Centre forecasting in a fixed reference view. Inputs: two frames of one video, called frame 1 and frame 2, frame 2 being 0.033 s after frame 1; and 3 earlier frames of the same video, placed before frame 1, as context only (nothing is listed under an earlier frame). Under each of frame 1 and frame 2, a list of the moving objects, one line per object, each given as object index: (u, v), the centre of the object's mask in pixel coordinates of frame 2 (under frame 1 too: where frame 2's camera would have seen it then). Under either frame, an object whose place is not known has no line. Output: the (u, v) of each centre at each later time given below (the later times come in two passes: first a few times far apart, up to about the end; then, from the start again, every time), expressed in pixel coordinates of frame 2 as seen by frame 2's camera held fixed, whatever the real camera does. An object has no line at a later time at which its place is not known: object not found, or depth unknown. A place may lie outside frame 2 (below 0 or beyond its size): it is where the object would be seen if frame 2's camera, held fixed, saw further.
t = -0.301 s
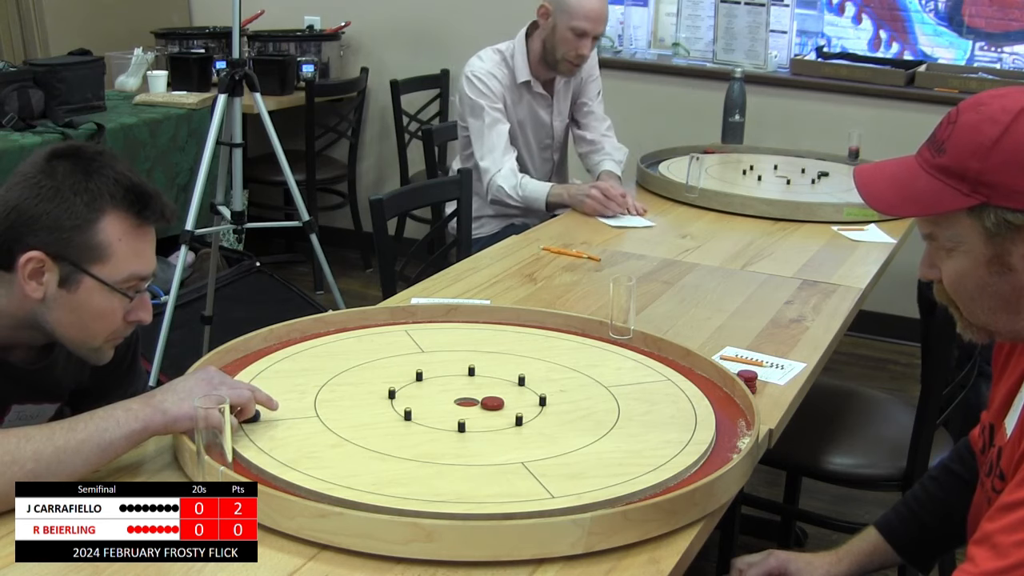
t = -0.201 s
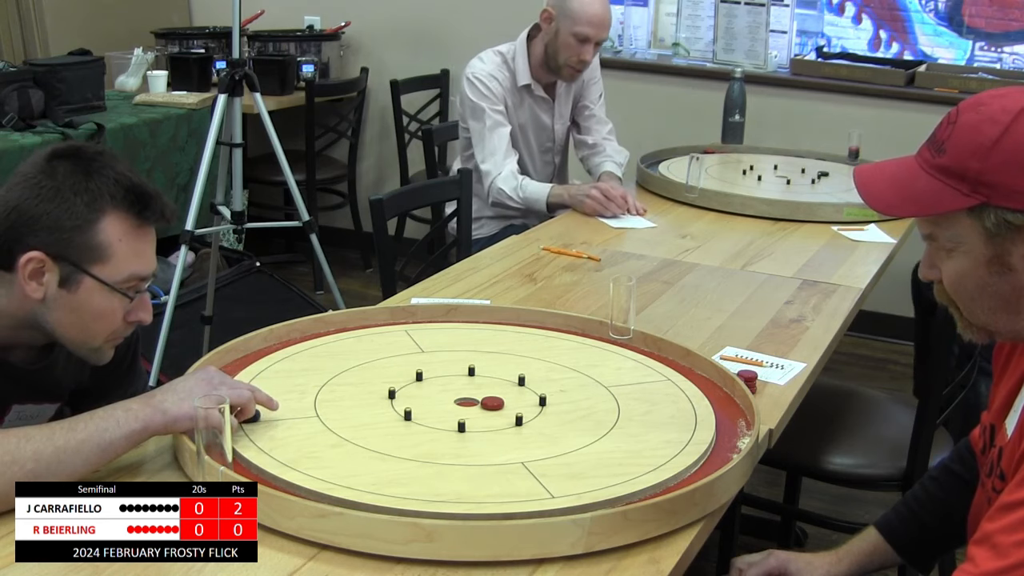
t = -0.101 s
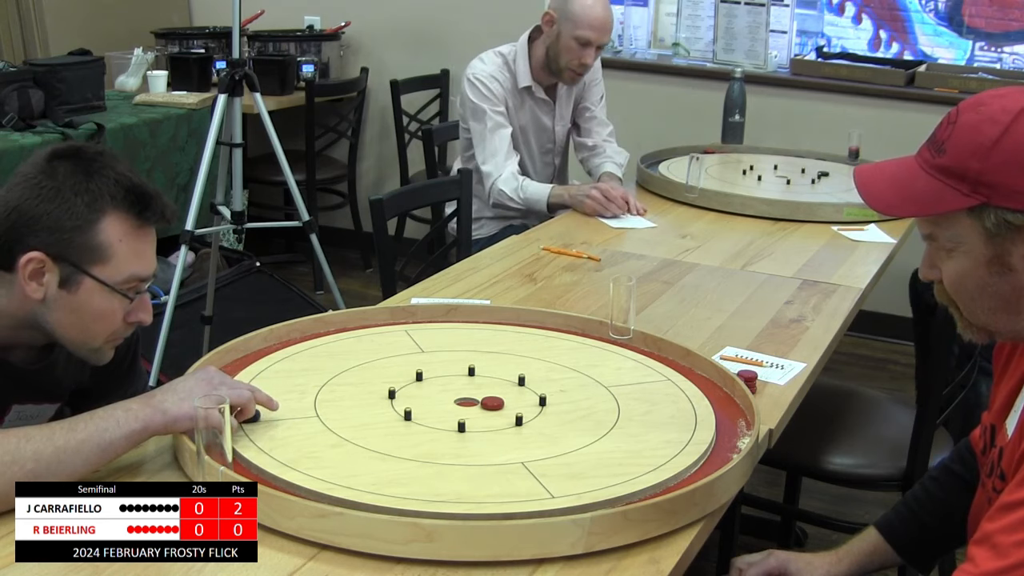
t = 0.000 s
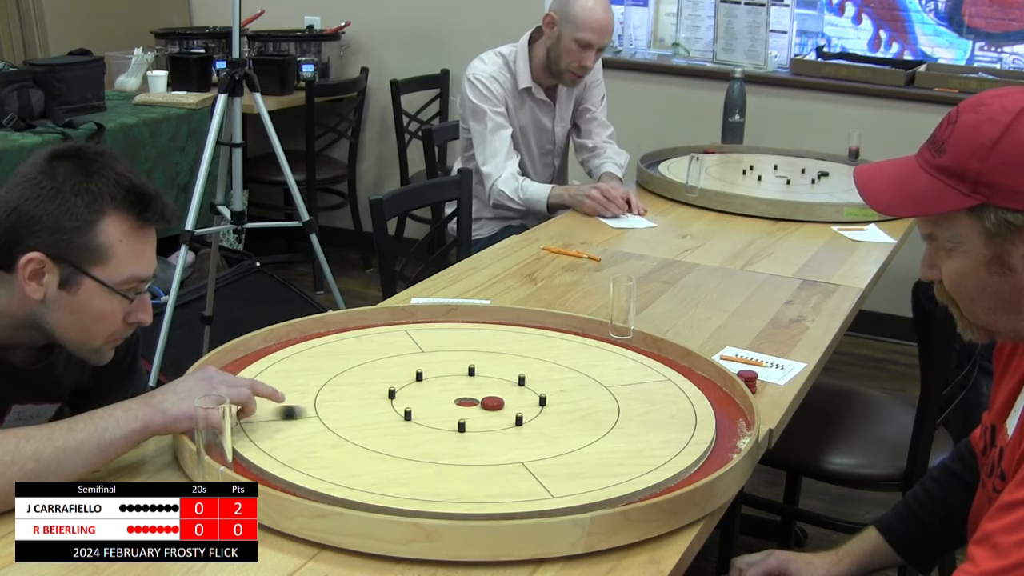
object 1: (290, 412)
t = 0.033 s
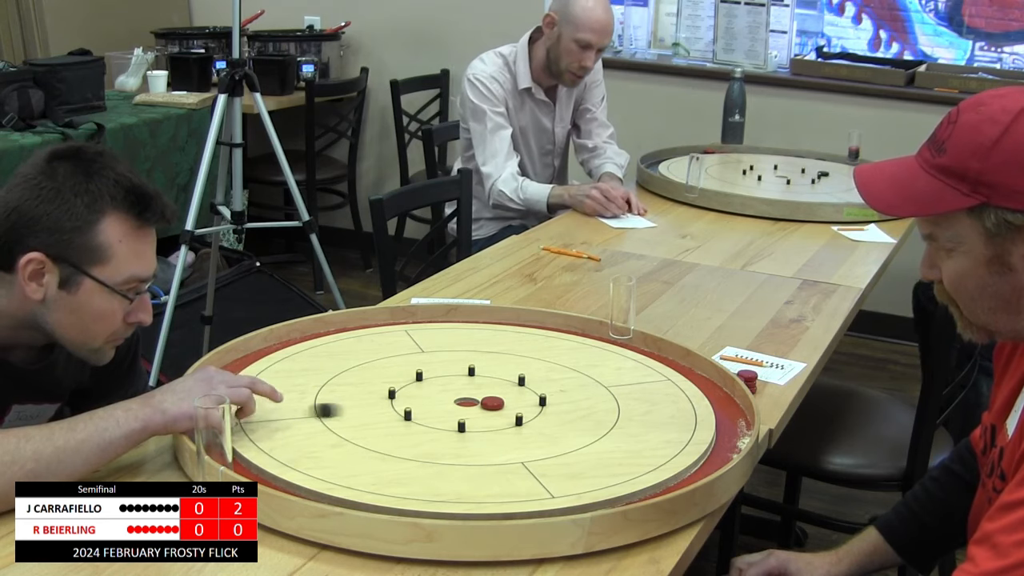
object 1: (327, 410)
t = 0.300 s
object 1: (473, 390)
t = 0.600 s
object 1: (467, 400)
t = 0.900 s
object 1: (467, 401)
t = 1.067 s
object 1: (467, 401)
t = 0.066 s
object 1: (360, 408)
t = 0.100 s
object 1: (393, 405)
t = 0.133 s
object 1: (427, 403)
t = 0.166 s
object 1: (458, 400)
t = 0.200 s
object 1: (470, 396)
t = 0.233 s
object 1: (473, 388)
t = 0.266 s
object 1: (473, 386)
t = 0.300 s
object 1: (473, 390)
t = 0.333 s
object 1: (473, 390)
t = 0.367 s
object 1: (472, 392)
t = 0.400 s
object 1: (471, 395)
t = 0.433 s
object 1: (469, 396)
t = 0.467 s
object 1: (467, 400)
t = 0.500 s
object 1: (468, 400)
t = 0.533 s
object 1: (468, 400)
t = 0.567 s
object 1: (467, 401)
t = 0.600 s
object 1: (467, 400)
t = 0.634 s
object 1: (467, 401)
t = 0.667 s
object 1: (467, 401)
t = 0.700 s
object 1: (468, 401)
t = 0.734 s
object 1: (467, 401)
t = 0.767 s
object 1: (467, 401)
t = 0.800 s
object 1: (467, 401)
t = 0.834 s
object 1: (467, 401)
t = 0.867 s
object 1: (467, 401)
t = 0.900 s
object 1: (467, 401)
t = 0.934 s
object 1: (467, 401)
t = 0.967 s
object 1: (467, 401)
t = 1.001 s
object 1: (467, 401)
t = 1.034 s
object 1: (467, 401)
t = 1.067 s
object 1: (467, 401)
